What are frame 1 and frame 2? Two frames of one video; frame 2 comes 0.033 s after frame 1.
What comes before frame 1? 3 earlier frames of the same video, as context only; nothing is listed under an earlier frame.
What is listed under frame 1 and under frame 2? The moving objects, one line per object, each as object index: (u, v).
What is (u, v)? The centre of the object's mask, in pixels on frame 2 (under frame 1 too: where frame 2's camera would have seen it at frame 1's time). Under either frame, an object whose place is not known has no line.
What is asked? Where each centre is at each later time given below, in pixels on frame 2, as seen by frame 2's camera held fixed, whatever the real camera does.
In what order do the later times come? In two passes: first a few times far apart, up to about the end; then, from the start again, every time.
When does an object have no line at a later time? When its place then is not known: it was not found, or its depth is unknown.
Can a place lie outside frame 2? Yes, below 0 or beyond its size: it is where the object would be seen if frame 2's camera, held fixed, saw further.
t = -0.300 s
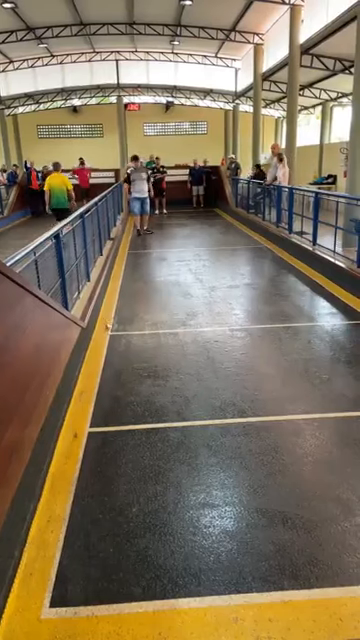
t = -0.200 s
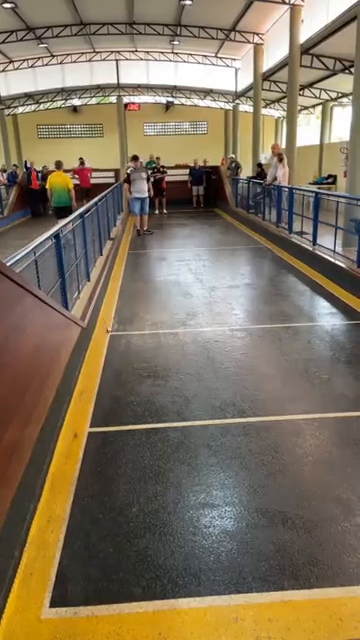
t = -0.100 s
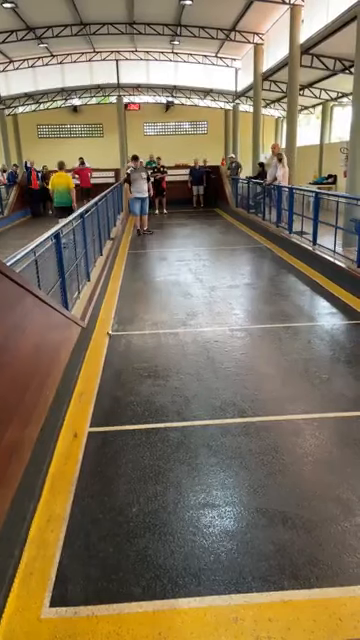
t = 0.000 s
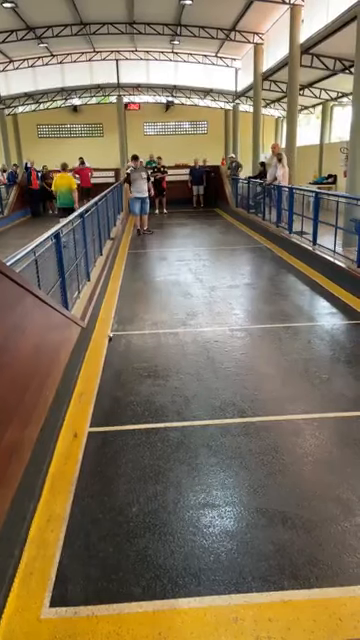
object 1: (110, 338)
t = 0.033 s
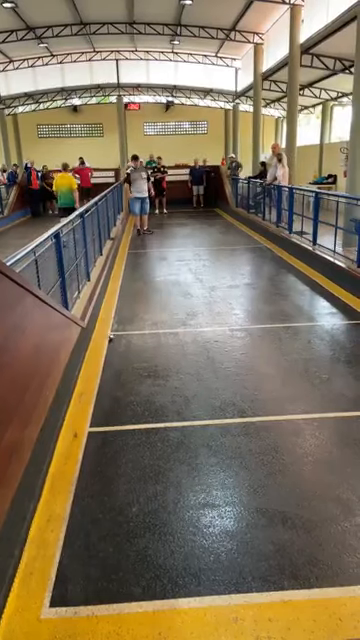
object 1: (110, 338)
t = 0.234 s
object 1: (113, 344)
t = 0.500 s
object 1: (119, 353)
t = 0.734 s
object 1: (122, 361)
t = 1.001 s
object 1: (127, 369)
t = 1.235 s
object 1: (132, 376)
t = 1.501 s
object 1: (138, 382)
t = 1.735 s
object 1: (143, 387)
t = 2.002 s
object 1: (148, 392)
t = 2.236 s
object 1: (151, 396)
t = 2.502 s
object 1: (155, 400)
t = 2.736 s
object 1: (157, 403)
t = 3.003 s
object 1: (157, 407)
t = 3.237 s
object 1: (157, 410)
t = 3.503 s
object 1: (158, 413)
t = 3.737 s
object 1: (158, 415)
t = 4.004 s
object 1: (157, 416)
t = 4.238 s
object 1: (158, 416)
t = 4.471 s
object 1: (159, 416)
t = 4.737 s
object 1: (159, 416)
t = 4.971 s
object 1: (159, 416)
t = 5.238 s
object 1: (159, 416)
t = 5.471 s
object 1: (159, 416)
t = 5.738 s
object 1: (159, 416)
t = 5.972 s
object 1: (159, 416)
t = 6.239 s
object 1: (159, 416)
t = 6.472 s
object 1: (159, 416)
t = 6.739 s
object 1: (159, 416)
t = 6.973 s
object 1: (159, 416)
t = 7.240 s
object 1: (159, 416)
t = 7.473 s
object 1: (159, 416)
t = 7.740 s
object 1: (159, 416)
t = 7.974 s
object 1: (159, 416)
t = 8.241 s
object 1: (158, 416)
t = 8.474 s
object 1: (159, 416)
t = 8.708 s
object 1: (159, 416)
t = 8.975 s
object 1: (159, 416)
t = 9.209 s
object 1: (159, 416)
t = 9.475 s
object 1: (158, 417)
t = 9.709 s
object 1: (158, 417)
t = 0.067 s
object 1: (111, 339)
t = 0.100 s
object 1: (111, 340)
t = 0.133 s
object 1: (112, 342)
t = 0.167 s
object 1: (113, 343)
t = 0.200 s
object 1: (113, 343)
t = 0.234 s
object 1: (113, 344)
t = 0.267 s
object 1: (114, 346)
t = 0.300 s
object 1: (115, 347)
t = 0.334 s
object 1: (115, 348)
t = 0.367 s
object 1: (116, 349)
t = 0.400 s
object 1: (116, 350)
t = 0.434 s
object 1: (117, 351)
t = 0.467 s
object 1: (118, 352)
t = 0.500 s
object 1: (119, 353)
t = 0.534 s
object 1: (119, 354)
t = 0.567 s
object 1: (120, 356)
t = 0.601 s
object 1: (120, 356)
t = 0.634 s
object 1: (121, 358)
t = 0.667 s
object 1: (121, 359)
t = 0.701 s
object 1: (122, 360)
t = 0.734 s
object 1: (122, 361)
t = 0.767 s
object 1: (123, 362)
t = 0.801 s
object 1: (124, 363)
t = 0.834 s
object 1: (124, 364)
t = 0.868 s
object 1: (125, 365)
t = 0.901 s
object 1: (125, 366)
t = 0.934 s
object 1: (126, 368)
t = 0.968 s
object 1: (126, 368)
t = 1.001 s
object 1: (127, 369)
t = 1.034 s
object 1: (128, 370)
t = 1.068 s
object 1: (128, 370)
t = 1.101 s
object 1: (129, 372)
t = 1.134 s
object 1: (130, 373)
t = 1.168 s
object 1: (130, 374)
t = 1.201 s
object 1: (131, 375)
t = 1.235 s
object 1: (132, 376)
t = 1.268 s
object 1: (133, 376)
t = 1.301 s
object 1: (133, 377)
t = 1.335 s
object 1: (134, 378)
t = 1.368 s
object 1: (135, 379)
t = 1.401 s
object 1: (135, 379)
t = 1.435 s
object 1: (136, 380)
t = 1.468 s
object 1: (137, 381)
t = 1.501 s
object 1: (138, 382)
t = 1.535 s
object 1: (138, 382)
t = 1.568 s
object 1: (139, 383)
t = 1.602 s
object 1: (140, 384)
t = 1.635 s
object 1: (141, 385)
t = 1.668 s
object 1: (141, 386)
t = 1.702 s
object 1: (142, 386)
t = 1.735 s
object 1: (143, 387)
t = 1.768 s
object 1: (144, 388)
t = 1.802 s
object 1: (144, 388)
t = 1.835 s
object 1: (145, 389)
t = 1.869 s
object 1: (145, 389)
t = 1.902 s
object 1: (146, 390)
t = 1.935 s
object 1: (147, 391)
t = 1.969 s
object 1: (147, 391)
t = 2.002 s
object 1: (148, 392)
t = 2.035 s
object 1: (148, 392)
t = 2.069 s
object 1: (149, 393)
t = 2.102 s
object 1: (149, 394)
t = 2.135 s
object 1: (150, 394)
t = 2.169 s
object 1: (151, 395)
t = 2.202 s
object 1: (151, 396)
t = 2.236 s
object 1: (151, 396)
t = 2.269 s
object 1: (152, 397)
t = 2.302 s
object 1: (152, 398)
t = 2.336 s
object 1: (153, 398)
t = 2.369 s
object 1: (153, 398)
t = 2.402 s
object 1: (154, 399)
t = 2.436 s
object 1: (154, 399)
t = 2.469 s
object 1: (155, 399)
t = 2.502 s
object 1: (155, 400)
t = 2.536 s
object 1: (156, 401)
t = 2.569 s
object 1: (156, 402)
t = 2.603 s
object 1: (156, 402)
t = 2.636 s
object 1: (156, 402)
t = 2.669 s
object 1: (156, 403)
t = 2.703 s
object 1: (157, 403)
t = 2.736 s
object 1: (157, 403)
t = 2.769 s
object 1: (157, 404)
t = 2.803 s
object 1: (157, 404)
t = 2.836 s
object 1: (157, 405)
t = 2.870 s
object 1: (157, 406)
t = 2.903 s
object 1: (157, 406)
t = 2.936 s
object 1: (157, 406)
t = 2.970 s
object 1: (157, 407)
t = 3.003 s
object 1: (157, 407)
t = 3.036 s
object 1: (157, 408)
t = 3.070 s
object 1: (157, 408)
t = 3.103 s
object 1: (157, 409)
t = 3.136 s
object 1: (157, 409)
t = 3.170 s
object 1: (157, 409)
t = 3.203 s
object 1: (157, 410)
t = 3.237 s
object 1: (157, 410)
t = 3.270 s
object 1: (157, 411)
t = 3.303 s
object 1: (157, 411)
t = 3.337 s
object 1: (158, 411)
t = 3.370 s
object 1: (158, 411)
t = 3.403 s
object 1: (158, 411)
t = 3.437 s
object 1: (158, 412)
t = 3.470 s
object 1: (158, 412)
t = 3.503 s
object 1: (158, 413)
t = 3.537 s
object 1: (158, 413)
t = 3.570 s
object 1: (158, 413)
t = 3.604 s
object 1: (158, 413)
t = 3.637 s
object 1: (158, 414)
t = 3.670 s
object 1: (158, 414)
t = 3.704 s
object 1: (158, 414)
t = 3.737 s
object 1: (158, 415)
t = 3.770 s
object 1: (157, 415)
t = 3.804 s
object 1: (157, 415)
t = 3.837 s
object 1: (157, 416)
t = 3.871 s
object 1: (157, 416)
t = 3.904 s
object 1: (157, 416)
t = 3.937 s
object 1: (157, 416)
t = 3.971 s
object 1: (157, 417)
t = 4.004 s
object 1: (157, 416)
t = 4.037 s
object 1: (157, 416)
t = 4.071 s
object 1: (157, 416)
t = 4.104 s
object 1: (158, 416)
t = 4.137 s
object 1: (158, 416)
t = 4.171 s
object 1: (158, 416)
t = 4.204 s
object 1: (158, 416)
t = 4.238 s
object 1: (158, 416)
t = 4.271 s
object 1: (158, 416)
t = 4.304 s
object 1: (159, 416)
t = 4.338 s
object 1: (159, 416)
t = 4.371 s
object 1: (159, 416)
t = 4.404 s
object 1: (159, 416)
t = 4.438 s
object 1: (159, 416)
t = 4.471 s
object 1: (159, 416)
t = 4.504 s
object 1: (159, 416)
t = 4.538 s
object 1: (159, 416)
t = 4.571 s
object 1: (159, 416)
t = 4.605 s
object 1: (159, 416)
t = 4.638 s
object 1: (159, 416)
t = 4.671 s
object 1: (159, 416)
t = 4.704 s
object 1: (159, 416)
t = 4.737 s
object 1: (159, 416)
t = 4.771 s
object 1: (159, 416)
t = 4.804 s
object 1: (159, 416)
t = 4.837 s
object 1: (159, 416)
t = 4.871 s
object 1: (159, 416)
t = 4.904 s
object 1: (159, 416)
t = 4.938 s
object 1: (159, 416)
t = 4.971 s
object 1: (159, 416)
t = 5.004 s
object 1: (159, 416)
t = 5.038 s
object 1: (159, 416)
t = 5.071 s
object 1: (159, 416)
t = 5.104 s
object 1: (159, 416)
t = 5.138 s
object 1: (159, 416)
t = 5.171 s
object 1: (159, 416)
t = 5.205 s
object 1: (159, 416)
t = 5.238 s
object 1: (159, 416)
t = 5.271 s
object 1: (159, 416)
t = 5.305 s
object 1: (159, 416)
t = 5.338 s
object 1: (159, 416)
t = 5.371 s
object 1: (159, 416)
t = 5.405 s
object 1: (159, 416)
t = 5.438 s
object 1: (159, 416)
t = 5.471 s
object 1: (159, 416)
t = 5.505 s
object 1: (159, 416)
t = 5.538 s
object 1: (159, 416)
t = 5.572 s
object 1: (159, 416)
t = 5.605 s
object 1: (159, 416)
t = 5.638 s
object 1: (159, 417)
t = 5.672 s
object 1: (159, 417)
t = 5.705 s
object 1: (159, 417)
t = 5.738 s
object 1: (159, 416)
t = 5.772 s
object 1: (159, 416)
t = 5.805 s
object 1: (159, 416)
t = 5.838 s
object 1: (159, 416)
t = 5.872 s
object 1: (159, 416)
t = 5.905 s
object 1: (159, 416)
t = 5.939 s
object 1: (159, 416)
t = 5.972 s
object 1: (159, 416)
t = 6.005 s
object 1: (159, 416)
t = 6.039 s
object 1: (159, 416)
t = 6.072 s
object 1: (159, 416)
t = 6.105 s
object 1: (159, 416)
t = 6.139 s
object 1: (159, 416)
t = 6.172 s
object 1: (159, 416)
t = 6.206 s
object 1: (159, 416)
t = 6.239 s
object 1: (159, 416)
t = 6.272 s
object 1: (159, 416)
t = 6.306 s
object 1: (159, 417)
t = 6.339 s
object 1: (159, 416)
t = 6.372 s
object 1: (159, 416)
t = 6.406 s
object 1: (159, 416)
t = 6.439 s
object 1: (159, 417)
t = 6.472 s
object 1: (159, 416)
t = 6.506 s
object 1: (159, 416)
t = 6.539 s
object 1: (159, 416)
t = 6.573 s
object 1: (159, 416)
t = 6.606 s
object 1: (159, 416)
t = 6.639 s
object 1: (159, 416)
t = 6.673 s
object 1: (159, 416)
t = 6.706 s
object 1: (159, 416)
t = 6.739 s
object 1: (159, 416)
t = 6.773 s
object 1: (159, 416)
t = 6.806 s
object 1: (159, 416)
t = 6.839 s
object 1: (159, 416)
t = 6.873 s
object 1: (159, 416)
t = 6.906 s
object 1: (159, 416)
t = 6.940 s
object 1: (159, 416)
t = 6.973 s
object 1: (159, 416)
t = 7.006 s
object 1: (159, 416)
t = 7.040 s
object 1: (159, 416)
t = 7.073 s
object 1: (159, 416)
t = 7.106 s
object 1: (159, 416)
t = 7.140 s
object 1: (159, 416)
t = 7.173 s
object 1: (159, 416)
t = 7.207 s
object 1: (159, 416)
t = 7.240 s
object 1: (159, 416)
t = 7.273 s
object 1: (159, 416)
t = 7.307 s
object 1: (159, 416)
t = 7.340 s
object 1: (159, 416)
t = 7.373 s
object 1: (159, 416)
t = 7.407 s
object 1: (159, 416)
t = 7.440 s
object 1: (159, 416)
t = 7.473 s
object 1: (159, 416)
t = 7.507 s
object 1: (159, 416)
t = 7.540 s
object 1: (158, 416)
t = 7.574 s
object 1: (158, 416)
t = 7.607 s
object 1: (158, 416)
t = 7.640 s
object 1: (159, 416)
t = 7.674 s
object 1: (159, 416)
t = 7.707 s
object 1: (159, 416)
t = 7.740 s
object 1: (159, 416)
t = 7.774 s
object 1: (159, 416)
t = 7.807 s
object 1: (159, 416)
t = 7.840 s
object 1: (158, 416)
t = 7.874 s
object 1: (159, 416)
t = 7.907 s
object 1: (159, 416)
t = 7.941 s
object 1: (159, 416)
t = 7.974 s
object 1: (159, 416)
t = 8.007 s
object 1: (159, 416)
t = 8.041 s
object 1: (159, 416)
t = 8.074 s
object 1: (159, 416)
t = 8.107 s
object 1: (159, 416)
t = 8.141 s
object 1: (159, 416)
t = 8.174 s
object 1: (159, 416)
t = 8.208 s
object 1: (159, 416)
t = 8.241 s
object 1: (158, 416)
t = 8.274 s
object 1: (158, 416)
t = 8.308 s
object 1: (158, 417)
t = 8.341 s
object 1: (159, 416)
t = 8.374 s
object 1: (159, 416)
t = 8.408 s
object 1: (158, 417)
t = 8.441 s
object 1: (159, 416)
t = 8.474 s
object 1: (159, 416)
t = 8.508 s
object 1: (159, 416)
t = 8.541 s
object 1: (159, 416)
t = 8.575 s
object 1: (159, 417)
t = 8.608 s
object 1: (159, 417)
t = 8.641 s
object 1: (159, 416)
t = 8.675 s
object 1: (159, 417)
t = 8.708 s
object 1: (159, 416)
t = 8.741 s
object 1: (159, 416)
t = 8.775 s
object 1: (159, 416)
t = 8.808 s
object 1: (158, 417)
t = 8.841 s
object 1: (158, 416)
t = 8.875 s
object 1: (158, 416)
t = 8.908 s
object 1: (158, 416)
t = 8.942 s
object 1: (158, 416)
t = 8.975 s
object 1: (159, 416)
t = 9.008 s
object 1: (159, 416)
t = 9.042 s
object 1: (158, 416)
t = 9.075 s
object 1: (158, 416)
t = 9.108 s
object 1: (158, 416)
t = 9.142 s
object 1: (158, 417)
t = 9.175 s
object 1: (158, 416)
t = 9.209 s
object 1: (159, 416)
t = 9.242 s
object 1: (158, 416)
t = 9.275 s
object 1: (158, 416)
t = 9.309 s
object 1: (158, 416)
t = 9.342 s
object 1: (158, 417)
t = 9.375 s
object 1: (158, 417)
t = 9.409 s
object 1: (158, 417)
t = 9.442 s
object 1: (158, 416)
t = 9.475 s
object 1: (158, 417)
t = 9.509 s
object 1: (159, 417)
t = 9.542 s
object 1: (158, 416)
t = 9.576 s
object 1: (158, 417)
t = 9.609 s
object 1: (158, 417)
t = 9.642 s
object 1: (158, 417)
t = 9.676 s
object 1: (158, 417)
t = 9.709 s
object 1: (158, 417)
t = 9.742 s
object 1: (158, 417)
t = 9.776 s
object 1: (159, 416)
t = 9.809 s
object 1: (158, 417)
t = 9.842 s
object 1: (158, 417)
